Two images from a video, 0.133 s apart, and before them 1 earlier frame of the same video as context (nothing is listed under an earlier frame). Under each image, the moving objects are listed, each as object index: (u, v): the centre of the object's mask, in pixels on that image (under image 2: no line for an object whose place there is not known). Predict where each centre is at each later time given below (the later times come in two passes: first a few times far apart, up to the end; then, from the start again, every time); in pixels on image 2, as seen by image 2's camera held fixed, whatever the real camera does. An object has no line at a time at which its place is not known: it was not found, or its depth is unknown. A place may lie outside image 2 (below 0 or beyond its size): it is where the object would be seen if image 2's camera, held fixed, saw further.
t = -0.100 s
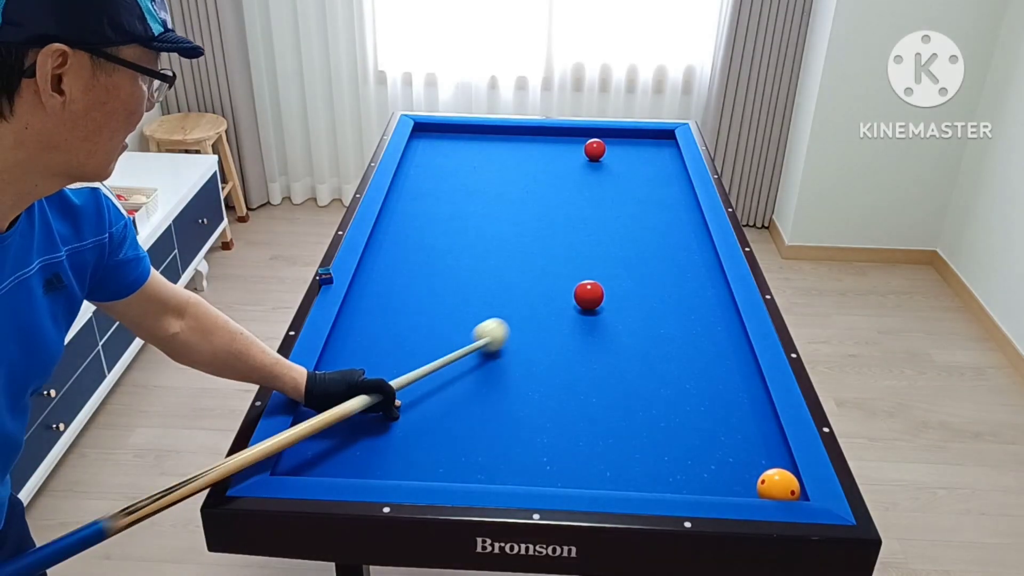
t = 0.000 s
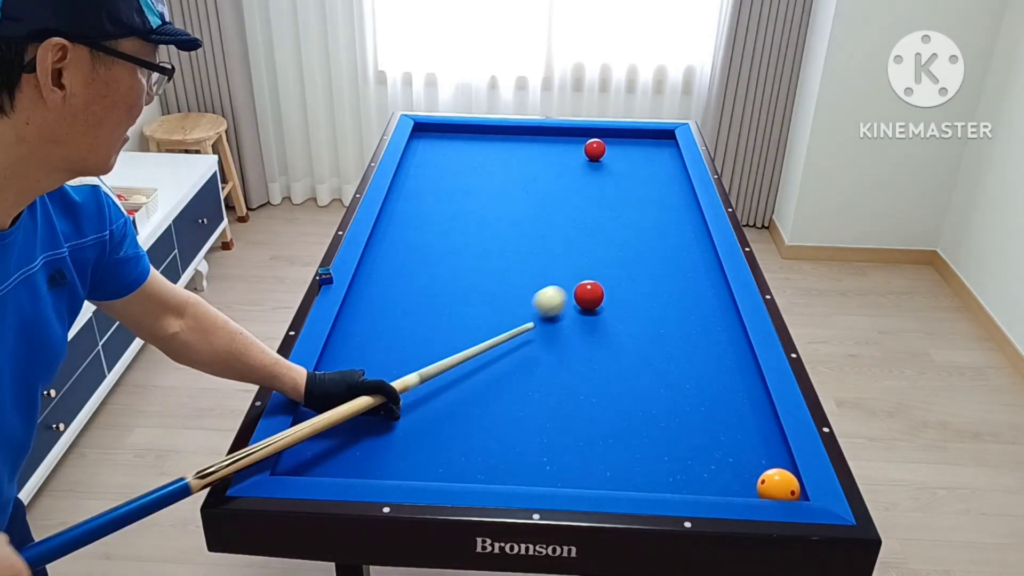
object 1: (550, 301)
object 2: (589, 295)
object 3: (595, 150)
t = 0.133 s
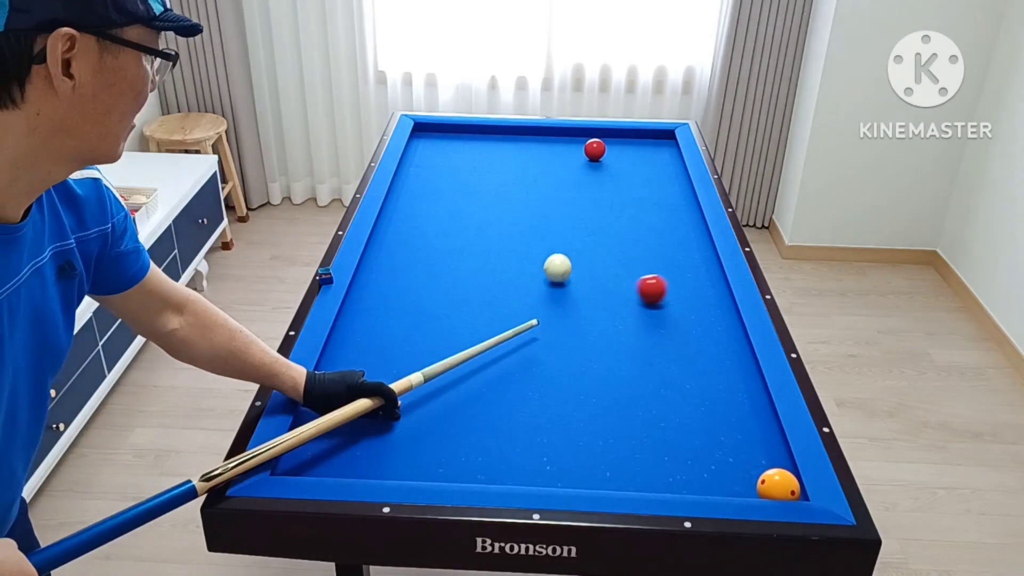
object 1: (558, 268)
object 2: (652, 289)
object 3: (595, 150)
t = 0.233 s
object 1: (564, 245)
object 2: (694, 285)
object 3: (595, 149)
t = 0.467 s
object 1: (579, 201)
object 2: (666, 272)
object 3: (595, 149)
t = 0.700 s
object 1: (591, 165)
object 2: (614, 259)
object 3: (595, 147)
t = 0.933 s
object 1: (604, 154)
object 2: (567, 247)
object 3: (592, 133)
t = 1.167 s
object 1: (617, 148)
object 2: (523, 235)
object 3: (586, 143)
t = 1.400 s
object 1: (629, 143)
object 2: (483, 225)
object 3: (580, 153)
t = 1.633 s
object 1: (640, 138)
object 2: (445, 215)
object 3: (573, 164)
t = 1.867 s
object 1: (652, 135)
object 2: (410, 206)
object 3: (567, 174)
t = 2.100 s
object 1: (663, 138)
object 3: (561, 185)
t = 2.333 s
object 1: (656, 142)
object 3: (555, 195)
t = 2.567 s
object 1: (650, 146)
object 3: (549, 207)
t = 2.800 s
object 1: (644, 150)
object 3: (543, 218)
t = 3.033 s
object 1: (639, 153)
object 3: (537, 229)
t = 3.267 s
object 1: (636, 157)
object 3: (532, 240)
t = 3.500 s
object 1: (633, 160)
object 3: (527, 252)
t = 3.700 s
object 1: (631, 163)
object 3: (523, 262)
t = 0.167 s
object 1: (560, 260)
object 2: (667, 288)
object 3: (595, 149)
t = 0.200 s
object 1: (562, 252)
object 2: (681, 287)
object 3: (595, 149)
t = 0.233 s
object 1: (564, 245)
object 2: (694, 285)
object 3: (595, 149)
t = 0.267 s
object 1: (567, 238)
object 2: (708, 284)
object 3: (595, 149)
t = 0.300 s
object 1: (569, 231)
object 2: (711, 282)
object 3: (595, 150)
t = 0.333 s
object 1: (571, 225)
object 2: (700, 280)
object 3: (595, 149)
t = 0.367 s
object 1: (573, 219)
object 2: (691, 278)
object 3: (595, 149)
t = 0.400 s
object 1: (575, 212)
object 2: (683, 276)
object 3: (595, 149)
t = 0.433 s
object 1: (577, 207)
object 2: (674, 274)
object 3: (595, 149)
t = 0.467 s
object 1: (579, 201)
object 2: (666, 272)
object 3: (595, 149)
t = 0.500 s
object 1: (581, 195)
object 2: (659, 270)
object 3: (595, 150)
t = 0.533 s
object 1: (583, 190)
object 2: (651, 268)
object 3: (595, 150)
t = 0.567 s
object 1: (584, 184)
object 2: (644, 266)
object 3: (595, 150)
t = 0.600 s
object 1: (586, 179)
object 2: (636, 264)
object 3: (595, 150)
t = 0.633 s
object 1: (588, 174)
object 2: (628, 262)
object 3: (595, 150)
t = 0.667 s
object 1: (589, 169)
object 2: (621, 260)
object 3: (595, 149)
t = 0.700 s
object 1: (591, 165)
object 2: (614, 259)
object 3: (595, 147)
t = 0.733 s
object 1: (593, 160)
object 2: (607, 257)
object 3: (595, 145)
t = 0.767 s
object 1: (594, 157)
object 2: (600, 255)
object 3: (595, 143)
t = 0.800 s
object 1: (596, 157)
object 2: (593, 253)
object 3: (593, 141)
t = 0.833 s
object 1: (598, 157)
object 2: (586, 252)
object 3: (593, 139)
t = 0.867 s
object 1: (600, 155)
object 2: (580, 250)
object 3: (592, 137)
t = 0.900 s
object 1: (602, 155)
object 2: (573, 248)
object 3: (592, 135)
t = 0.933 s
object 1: (604, 154)
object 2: (567, 247)
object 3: (592, 133)
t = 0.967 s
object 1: (606, 153)
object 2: (560, 245)
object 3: (591, 135)
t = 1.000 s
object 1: (608, 152)
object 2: (554, 243)
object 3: (590, 136)
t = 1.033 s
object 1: (610, 151)
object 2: (548, 241)
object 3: (589, 138)
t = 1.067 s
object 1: (612, 151)
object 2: (541, 240)
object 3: (588, 139)
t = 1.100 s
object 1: (613, 150)
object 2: (535, 238)
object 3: (587, 140)
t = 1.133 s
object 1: (615, 149)
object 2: (529, 237)
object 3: (586, 142)
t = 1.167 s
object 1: (617, 148)
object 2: (523, 235)
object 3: (586, 143)
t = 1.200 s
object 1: (619, 148)
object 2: (517, 233)
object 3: (585, 145)
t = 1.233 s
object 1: (620, 147)
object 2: (511, 232)
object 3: (584, 146)
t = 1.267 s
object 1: (622, 146)
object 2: (505, 231)
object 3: (583, 147)
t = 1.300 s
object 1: (624, 145)
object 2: (500, 229)
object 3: (582, 149)
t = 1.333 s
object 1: (626, 144)
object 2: (494, 228)
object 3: (581, 150)
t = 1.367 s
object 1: (627, 144)
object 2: (489, 226)
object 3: (580, 152)
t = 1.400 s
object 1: (629, 143)
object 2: (483, 225)
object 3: (580, 153)
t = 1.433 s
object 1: (631, 143)
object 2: (477, 223)
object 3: (579, 155)
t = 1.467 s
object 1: (632, 142)
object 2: (472, 222)
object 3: (578, 156)
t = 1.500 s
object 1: (634, 141)
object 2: (467, 221)
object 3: (577, 158)
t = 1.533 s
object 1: (635, 141)
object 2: (461, 219)
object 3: (576, 159)
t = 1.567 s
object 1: (637, 140)
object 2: (456, 218)
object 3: (575, 161)
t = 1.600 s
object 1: (639, 139)
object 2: (451, 216)
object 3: (574, 162)
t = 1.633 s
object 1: (640, 138)
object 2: (445, 215)
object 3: (573, 164)
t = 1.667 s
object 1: (642, 138)
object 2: (440, 214)
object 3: (573, 165)
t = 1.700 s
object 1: (644, 137)
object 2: (435, 212)
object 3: (572, 166)
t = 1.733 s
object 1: (645, 136)
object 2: (430, 211)
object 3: (571, 168)
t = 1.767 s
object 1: (646, 136)
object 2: (425, 209)
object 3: (570, 169)
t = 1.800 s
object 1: (648, 135)
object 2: (420, 208)
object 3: (569, 171)
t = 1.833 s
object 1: (650, 134)
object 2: (415, 207)
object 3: (568, 173)
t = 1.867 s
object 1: (652, 135)
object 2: (410, 206)
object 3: (567, 174)
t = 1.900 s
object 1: (655, 135)
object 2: (405, 204)
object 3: (566, 176)
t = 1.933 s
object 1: (657, 136)
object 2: (401, 203)
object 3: (565, 177)
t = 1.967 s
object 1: (660, 136)
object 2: (396, 202)
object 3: (565, 179)
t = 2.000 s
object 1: (663, 137)
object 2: (398, 201)
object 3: (564, 180)
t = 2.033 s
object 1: (665, 137)
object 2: (401, 200)
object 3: (563, 182)
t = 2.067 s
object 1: (664, 138)
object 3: (562, 183)
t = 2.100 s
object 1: (663, 138)
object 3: (561, 185)
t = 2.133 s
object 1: (662, 139)
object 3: (560, 186)
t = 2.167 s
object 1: (661, 140)
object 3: (560, 188)
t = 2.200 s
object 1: (660, 140)
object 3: (559, 189)
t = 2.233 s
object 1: (659, 141)
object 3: (558, 191)
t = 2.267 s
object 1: (658, 141)
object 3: (557, 192)
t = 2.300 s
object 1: (657, 142)
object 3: (556, 194)
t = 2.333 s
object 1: (656, 142)
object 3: (555, 195)
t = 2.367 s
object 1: (655, 143)
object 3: (554, 197)
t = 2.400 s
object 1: (654, 143)
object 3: (554, 199)
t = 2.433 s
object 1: (653, 144)
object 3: (553, 200)
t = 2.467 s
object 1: (652, 144)
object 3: (552, 202)
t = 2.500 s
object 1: (651, 145)
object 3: (551, 203)
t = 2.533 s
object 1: (650, 145)
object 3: (550, 205)
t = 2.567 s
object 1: (650, 146)
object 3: (549, 207)
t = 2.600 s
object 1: (649, 147)
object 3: (548, 208)
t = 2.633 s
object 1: (648, 147)
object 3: (547, 210)
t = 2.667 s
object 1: (647, 148)
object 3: (547, 211)
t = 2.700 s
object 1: (646, 148)
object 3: (546, 213)
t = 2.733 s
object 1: (645, 149)
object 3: (545, 215)
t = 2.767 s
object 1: (644, 149)
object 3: (544, 216)
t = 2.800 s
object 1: (644, 150)
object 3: (543, 218)
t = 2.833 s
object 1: (643, 150)
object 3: (542, 219)
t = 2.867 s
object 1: (642, 151)
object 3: (541, 221)
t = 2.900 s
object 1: (642, 151)
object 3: (540, 222)
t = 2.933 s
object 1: (641, 152)
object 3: (540, 224)
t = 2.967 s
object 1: (640, 152)
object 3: (539, 226)
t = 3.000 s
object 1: (640, 153)
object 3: (538, 228)
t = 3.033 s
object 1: (639, 153)
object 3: (537, 229)
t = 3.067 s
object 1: (639, 154)
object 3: (536, 231)
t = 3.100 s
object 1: (638, 154)
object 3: (536, 232)
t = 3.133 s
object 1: (638, 155)
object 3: (535, 234)
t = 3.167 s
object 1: (637, 155)
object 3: (534, 236)
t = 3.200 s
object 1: (637, 156)
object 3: (533, 237)
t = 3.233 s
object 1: (636, 156)
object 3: (532, 239)
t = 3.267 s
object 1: (636, 157)
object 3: (532, 240)
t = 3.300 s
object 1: (635, 157)
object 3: (531, 242)
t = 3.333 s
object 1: (635, 158)
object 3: (530, 243)
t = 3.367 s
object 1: (634, 158)
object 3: (530, 245)
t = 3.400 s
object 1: (634, 159)
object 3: (529, 247)
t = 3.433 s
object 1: (634, 159)
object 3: (528, 249)
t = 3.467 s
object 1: (633, 160)
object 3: (527, 250)
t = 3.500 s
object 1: (633, 160)
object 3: (527, 252)
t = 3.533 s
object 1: (633, 160)
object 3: (526, 254)
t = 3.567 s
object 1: (632, 161)
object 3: (526, 255)
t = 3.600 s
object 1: (632, 161)
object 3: (525, 257)
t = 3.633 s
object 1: (631, 162)
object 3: (524, 259)
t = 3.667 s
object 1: (631, 162)
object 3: (524, 260)
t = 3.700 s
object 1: (631, 163)
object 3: (523, 262)
